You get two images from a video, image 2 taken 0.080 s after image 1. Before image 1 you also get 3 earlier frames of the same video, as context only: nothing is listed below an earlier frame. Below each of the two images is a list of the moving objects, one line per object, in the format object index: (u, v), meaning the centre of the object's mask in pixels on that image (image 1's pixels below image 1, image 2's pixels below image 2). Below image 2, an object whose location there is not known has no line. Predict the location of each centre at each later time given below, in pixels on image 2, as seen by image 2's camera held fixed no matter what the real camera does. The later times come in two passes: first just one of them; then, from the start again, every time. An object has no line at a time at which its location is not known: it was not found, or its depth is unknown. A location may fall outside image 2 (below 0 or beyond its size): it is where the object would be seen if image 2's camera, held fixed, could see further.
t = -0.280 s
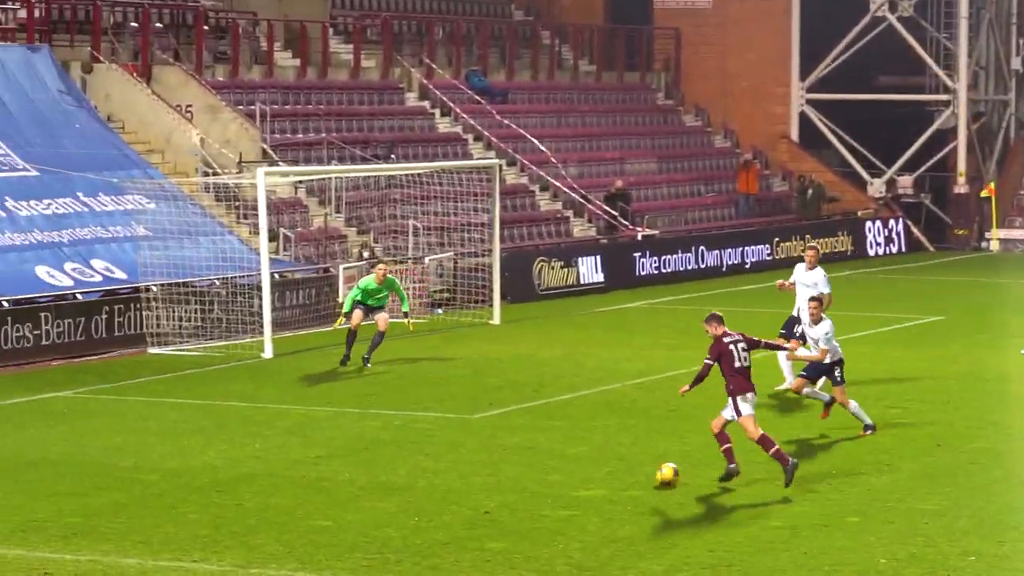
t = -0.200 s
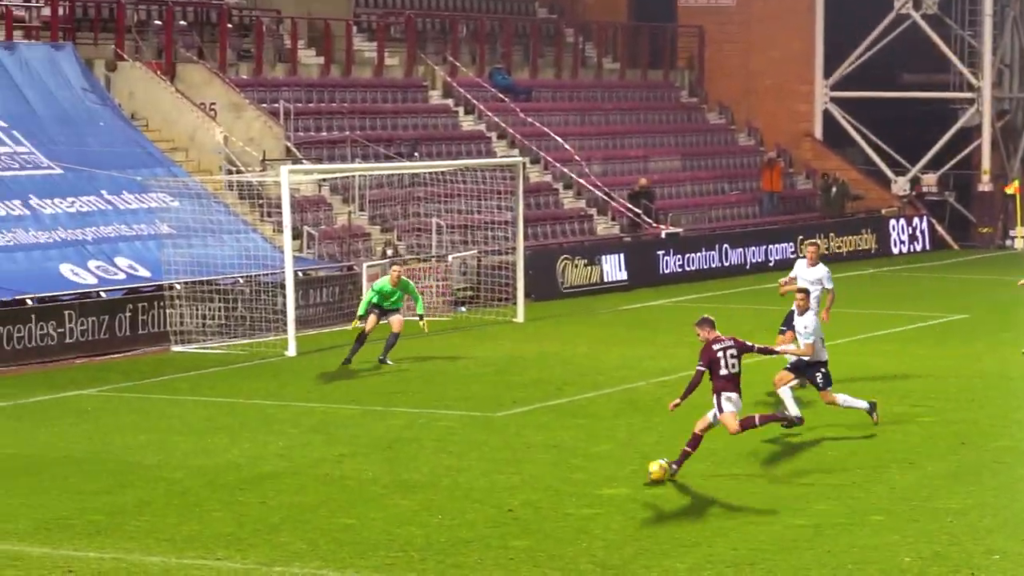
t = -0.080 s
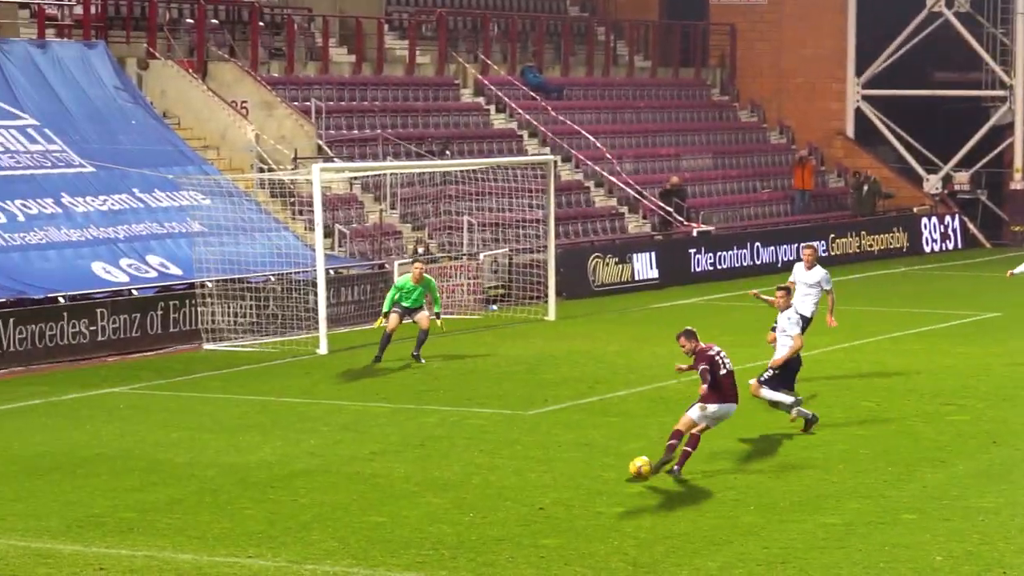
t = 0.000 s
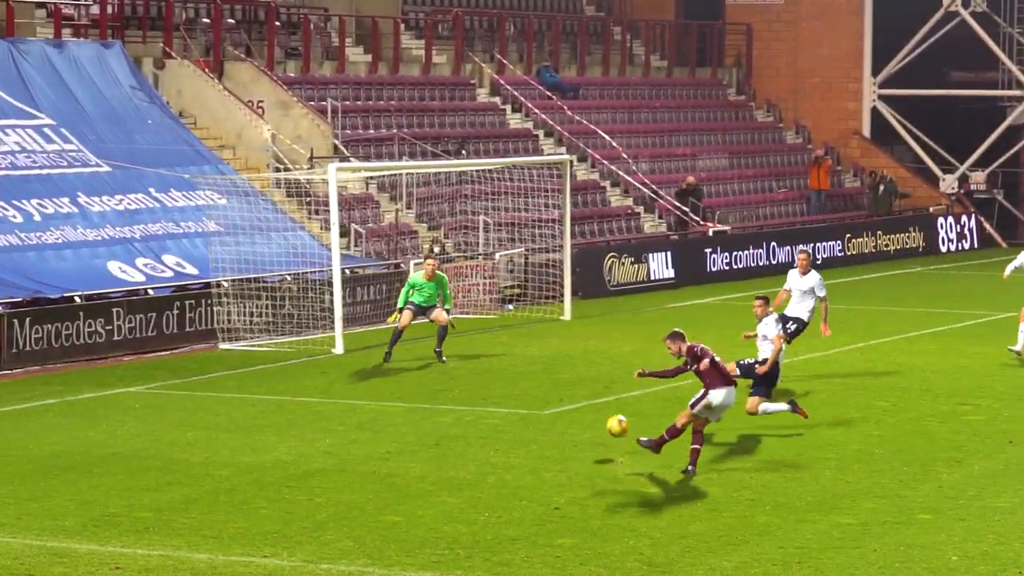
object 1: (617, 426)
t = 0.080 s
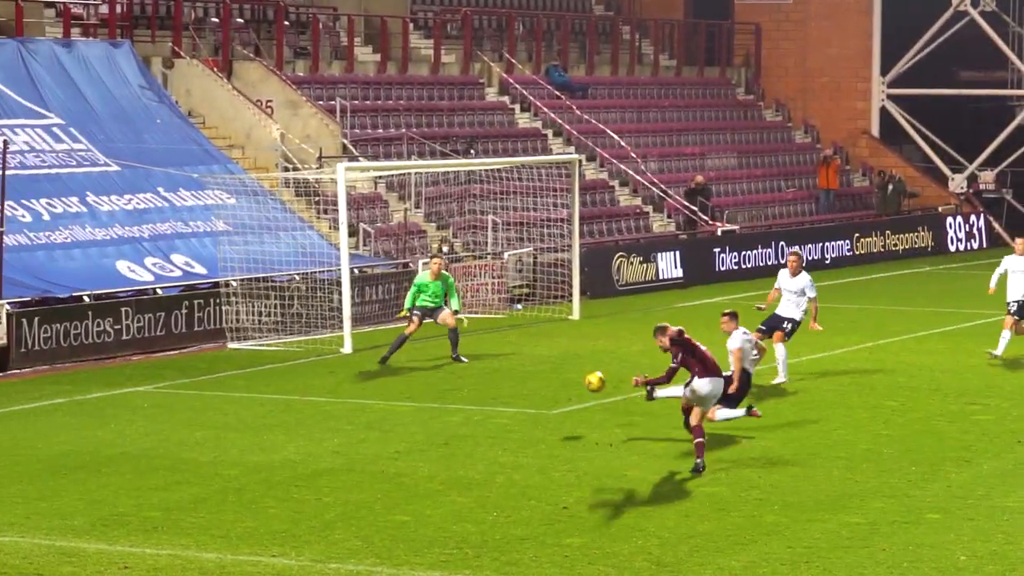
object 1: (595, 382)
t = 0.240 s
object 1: (560, 319)
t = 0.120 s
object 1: (583, 364)
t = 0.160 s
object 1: (574, 347)
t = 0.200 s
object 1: (565, 331)
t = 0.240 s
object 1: (560, 319)
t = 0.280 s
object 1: (555, 307)
